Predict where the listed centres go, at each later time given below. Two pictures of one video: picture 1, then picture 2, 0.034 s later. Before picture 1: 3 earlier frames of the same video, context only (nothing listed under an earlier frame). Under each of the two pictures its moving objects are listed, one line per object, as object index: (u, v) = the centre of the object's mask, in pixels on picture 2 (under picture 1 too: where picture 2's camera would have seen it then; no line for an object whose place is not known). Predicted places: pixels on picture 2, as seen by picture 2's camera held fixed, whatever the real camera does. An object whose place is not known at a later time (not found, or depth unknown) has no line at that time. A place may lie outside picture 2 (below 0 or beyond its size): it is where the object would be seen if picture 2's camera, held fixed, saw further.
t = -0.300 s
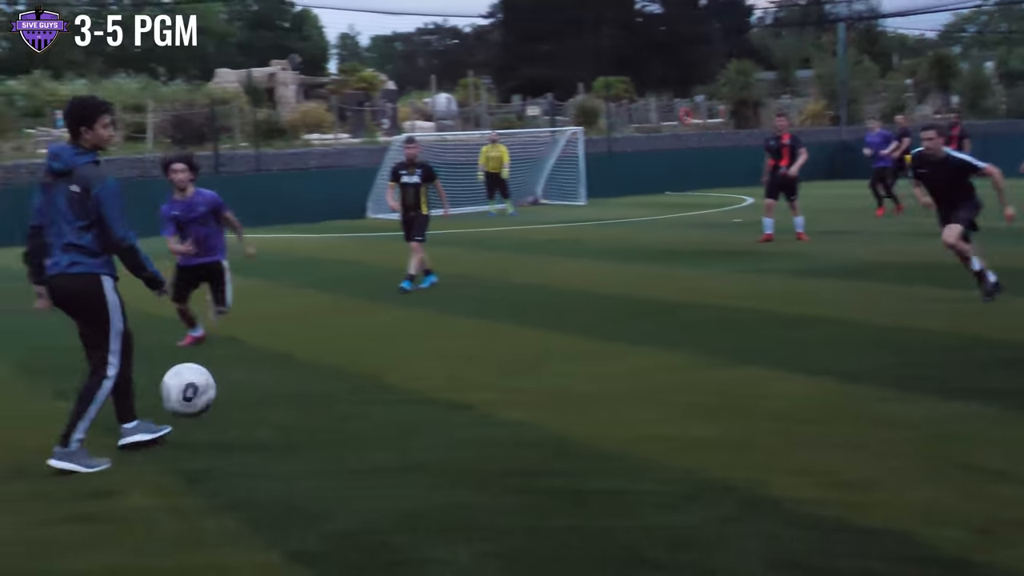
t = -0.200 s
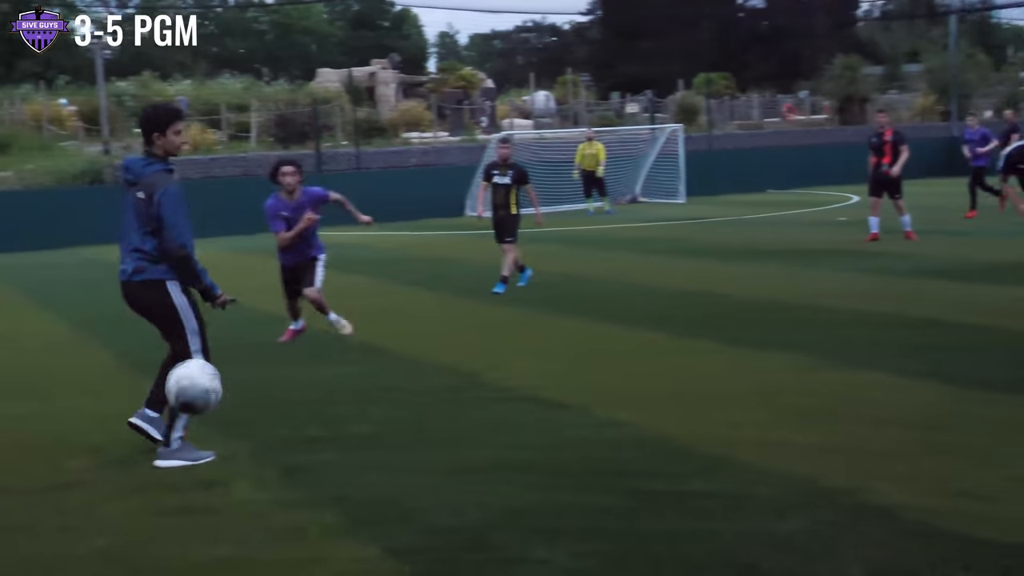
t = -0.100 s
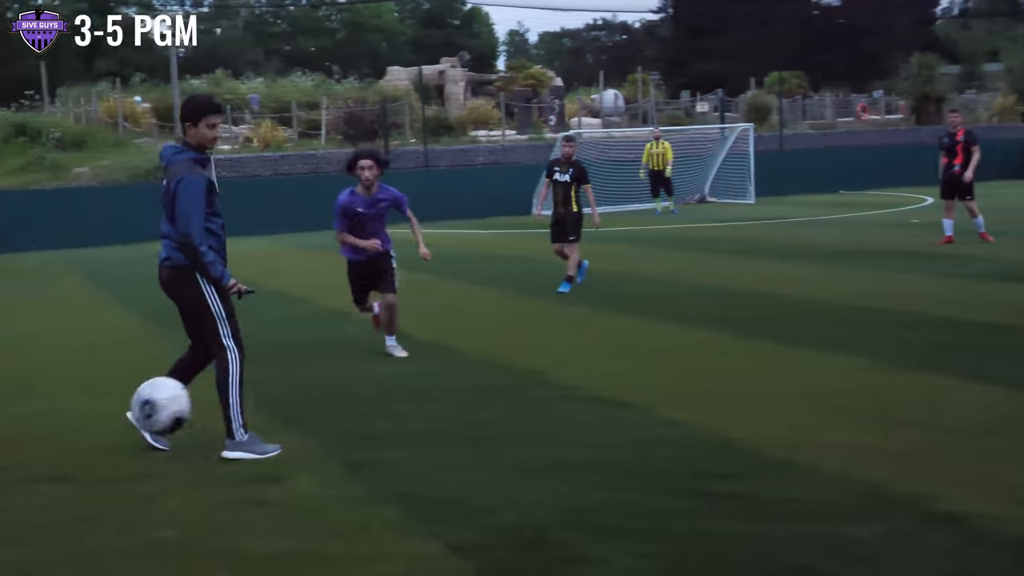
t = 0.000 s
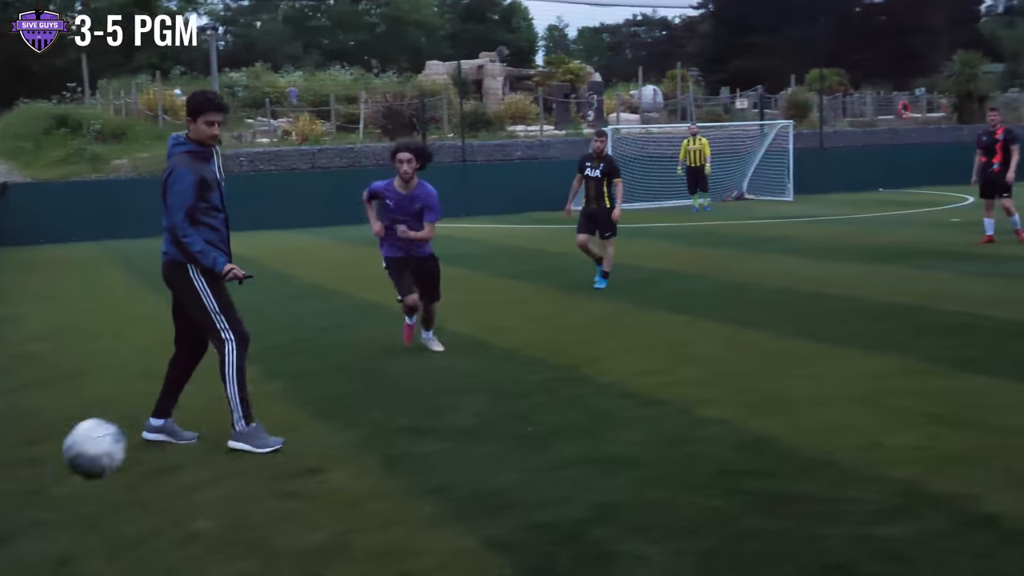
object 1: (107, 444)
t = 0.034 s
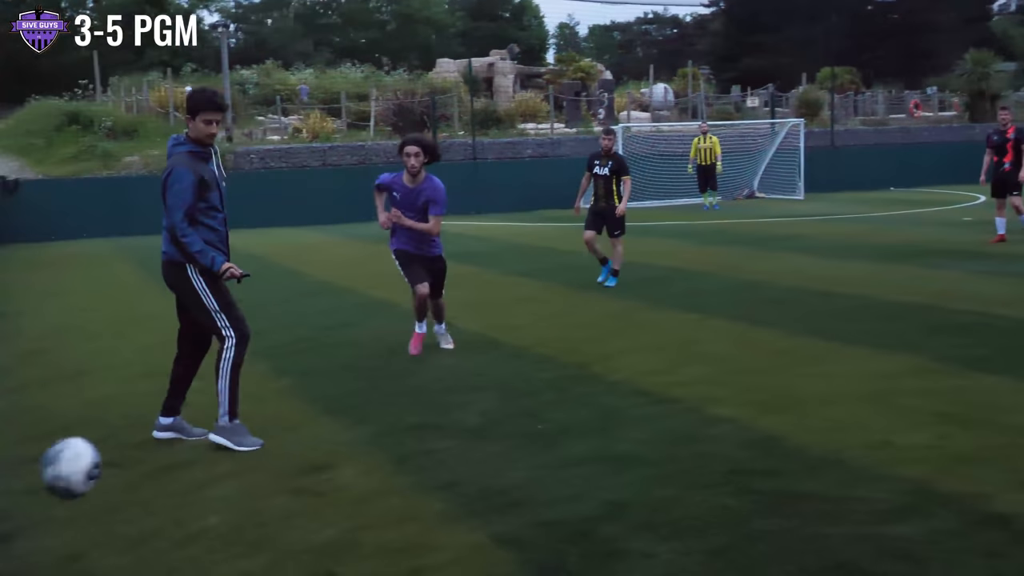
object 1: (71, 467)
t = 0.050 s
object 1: (51, 480)
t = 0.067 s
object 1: (33, 494)
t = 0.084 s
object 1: (13, 509)
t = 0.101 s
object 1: (-1, 525)
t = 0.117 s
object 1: (-12, 539)
